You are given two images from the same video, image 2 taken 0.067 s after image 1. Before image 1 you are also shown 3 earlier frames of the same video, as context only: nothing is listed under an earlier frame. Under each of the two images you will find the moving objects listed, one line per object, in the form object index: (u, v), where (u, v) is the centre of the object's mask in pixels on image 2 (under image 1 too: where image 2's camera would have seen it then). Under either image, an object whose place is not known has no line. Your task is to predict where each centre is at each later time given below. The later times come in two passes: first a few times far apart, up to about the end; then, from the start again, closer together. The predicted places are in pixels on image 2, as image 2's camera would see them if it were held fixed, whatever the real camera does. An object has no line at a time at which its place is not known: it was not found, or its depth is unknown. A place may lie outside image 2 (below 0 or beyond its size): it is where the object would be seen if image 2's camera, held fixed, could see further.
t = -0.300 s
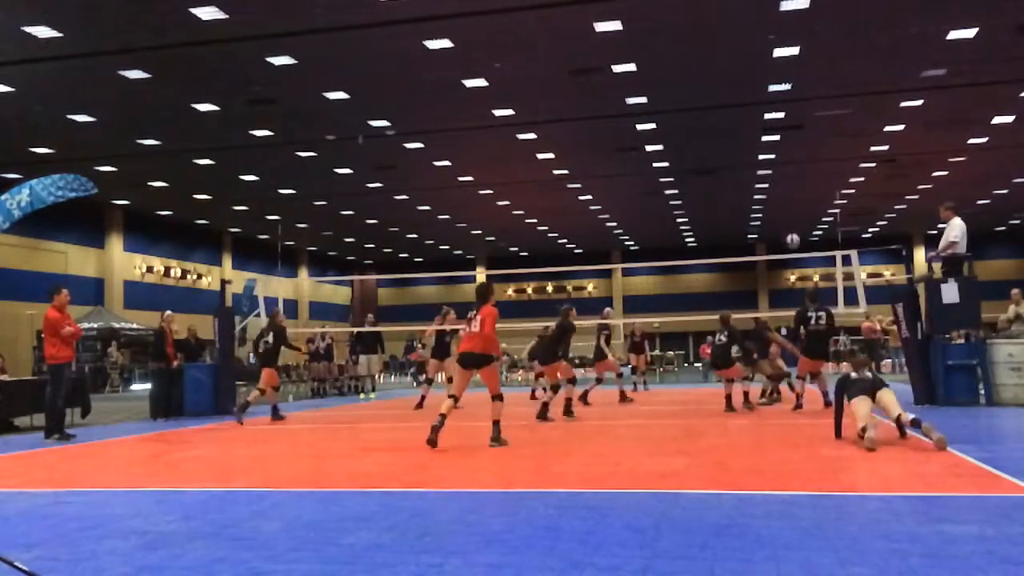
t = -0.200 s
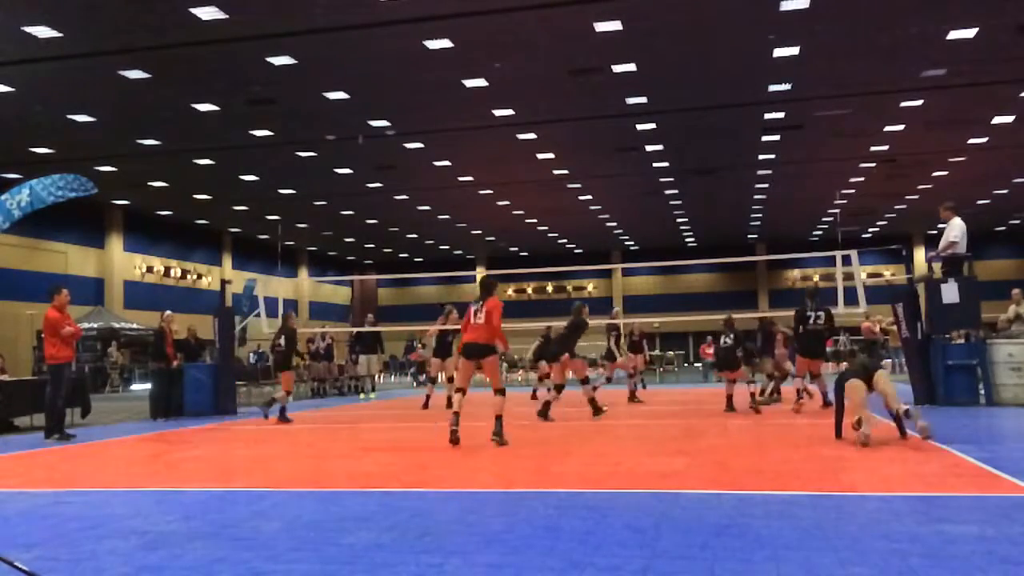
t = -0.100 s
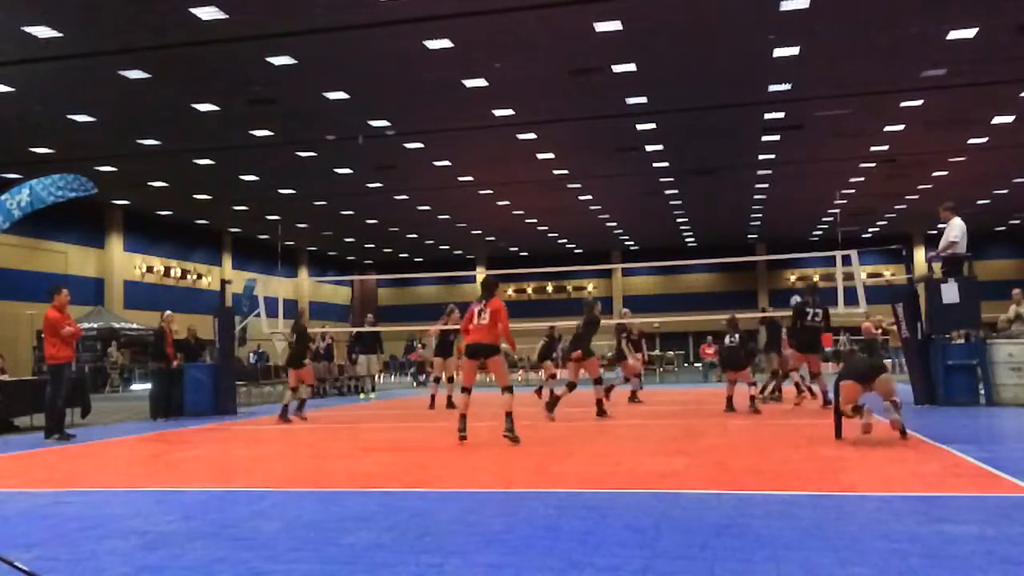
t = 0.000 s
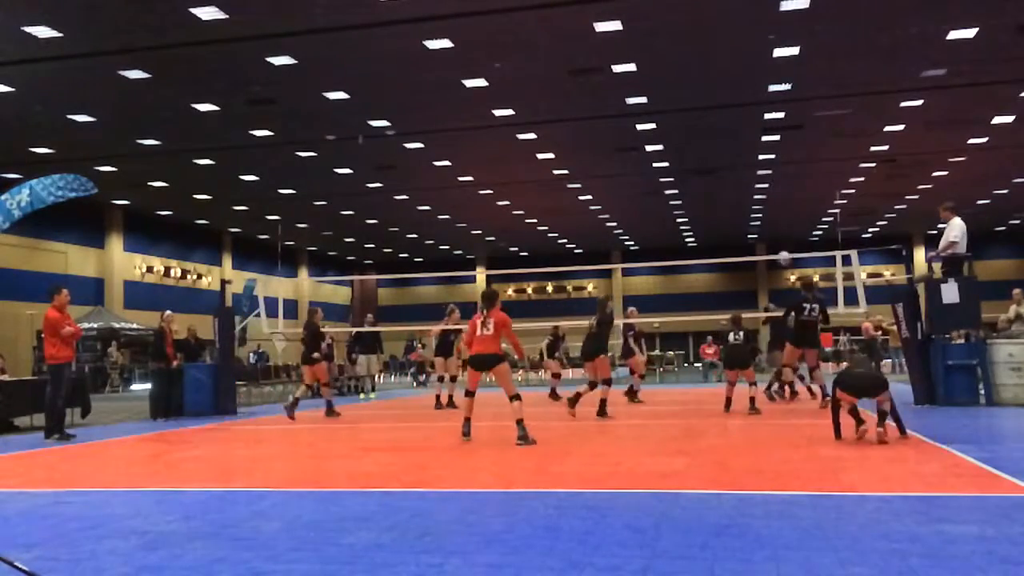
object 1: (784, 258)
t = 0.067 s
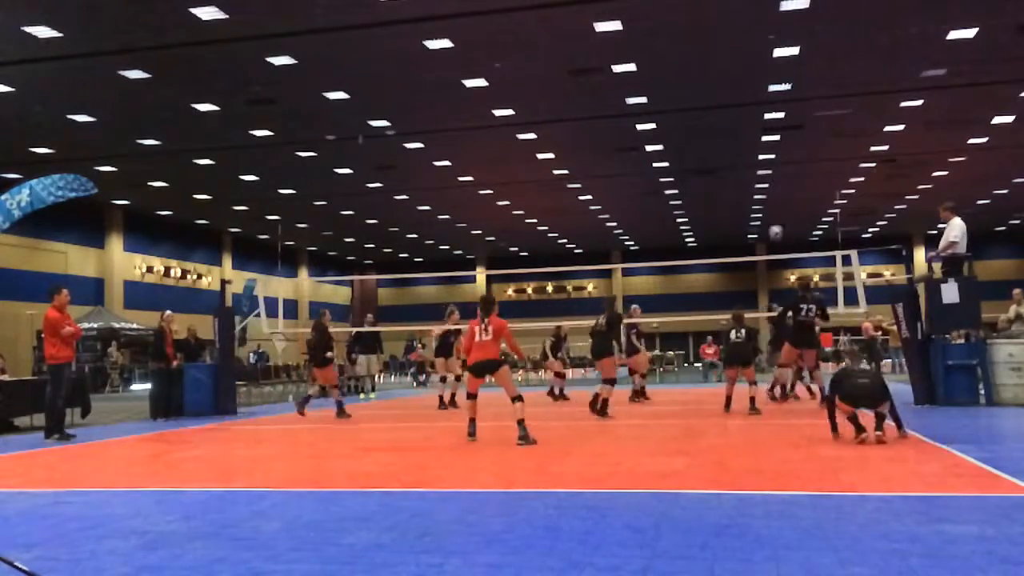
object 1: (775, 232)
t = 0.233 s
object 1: (757, 177)
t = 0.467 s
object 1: (729, 134)
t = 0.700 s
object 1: (703, 122)
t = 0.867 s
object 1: (685, 133)
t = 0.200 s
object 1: (760, 187)
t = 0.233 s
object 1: (757, 177)
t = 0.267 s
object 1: (752, 171)
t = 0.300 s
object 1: (748, 162)
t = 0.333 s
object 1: (743, 155)
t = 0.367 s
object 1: (740, 149)
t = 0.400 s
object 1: (737, 143)
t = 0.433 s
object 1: (733, 138)
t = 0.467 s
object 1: (729, 134)
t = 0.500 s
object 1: (725, 129)
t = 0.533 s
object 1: (721, 126)
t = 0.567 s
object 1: (718, 124)
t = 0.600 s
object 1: (714, 122)
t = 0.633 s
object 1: (710, 122)
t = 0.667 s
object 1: (707, 121)
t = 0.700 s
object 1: (703, 122)
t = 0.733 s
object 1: (700, 122)
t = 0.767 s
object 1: (696, 124)
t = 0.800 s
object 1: (693, 127)
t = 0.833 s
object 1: (690, 130)
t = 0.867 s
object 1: (685, 133)
